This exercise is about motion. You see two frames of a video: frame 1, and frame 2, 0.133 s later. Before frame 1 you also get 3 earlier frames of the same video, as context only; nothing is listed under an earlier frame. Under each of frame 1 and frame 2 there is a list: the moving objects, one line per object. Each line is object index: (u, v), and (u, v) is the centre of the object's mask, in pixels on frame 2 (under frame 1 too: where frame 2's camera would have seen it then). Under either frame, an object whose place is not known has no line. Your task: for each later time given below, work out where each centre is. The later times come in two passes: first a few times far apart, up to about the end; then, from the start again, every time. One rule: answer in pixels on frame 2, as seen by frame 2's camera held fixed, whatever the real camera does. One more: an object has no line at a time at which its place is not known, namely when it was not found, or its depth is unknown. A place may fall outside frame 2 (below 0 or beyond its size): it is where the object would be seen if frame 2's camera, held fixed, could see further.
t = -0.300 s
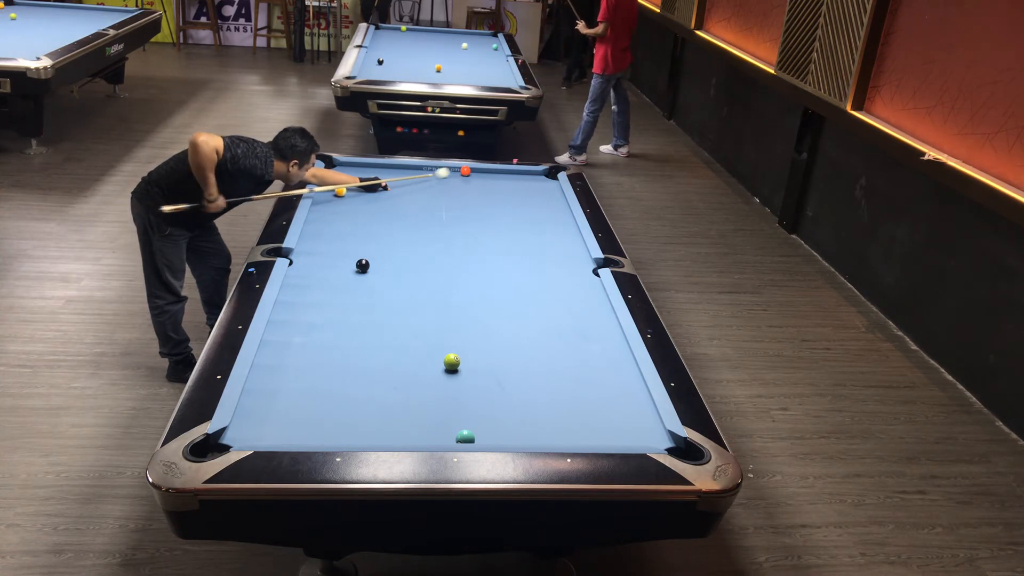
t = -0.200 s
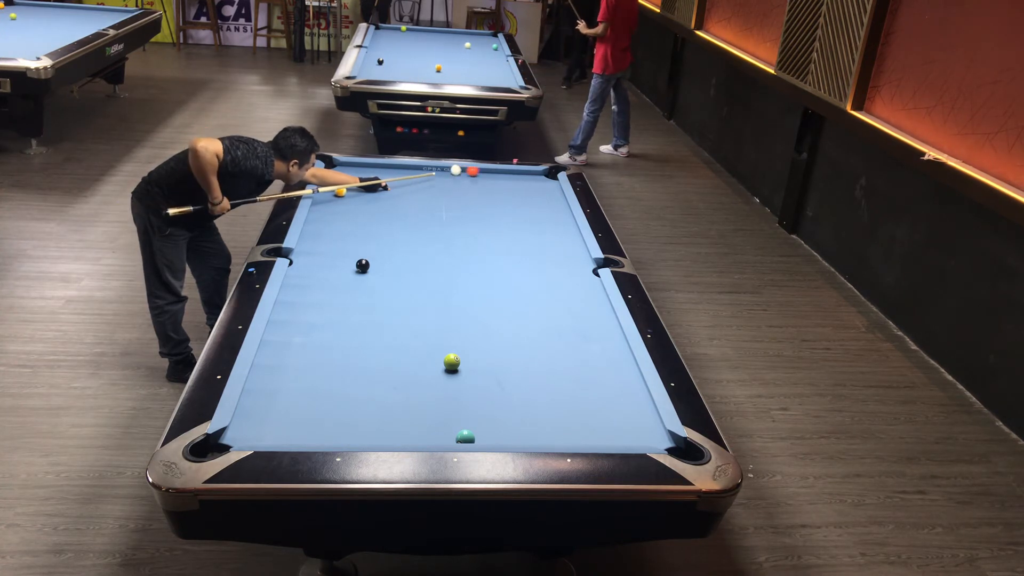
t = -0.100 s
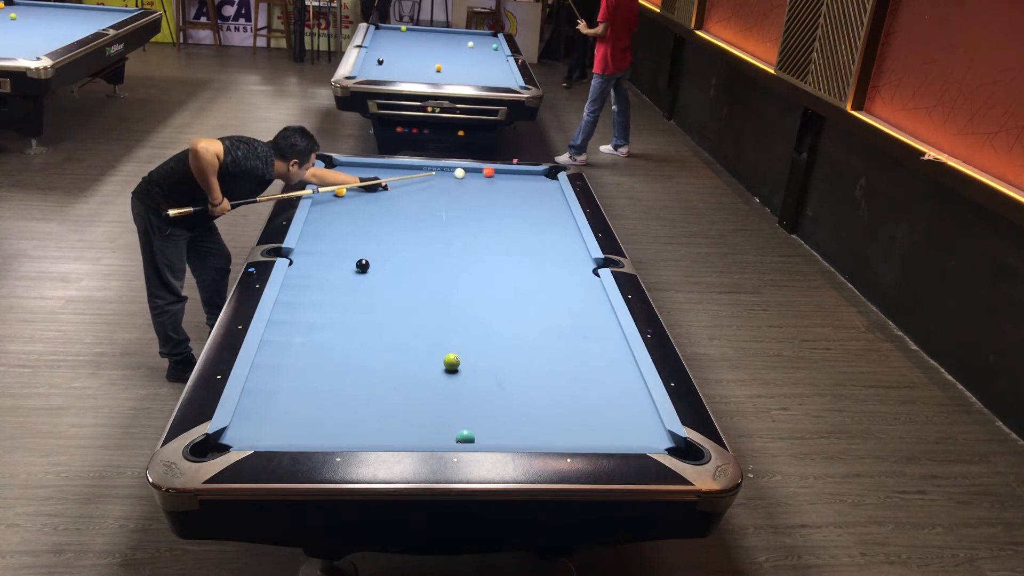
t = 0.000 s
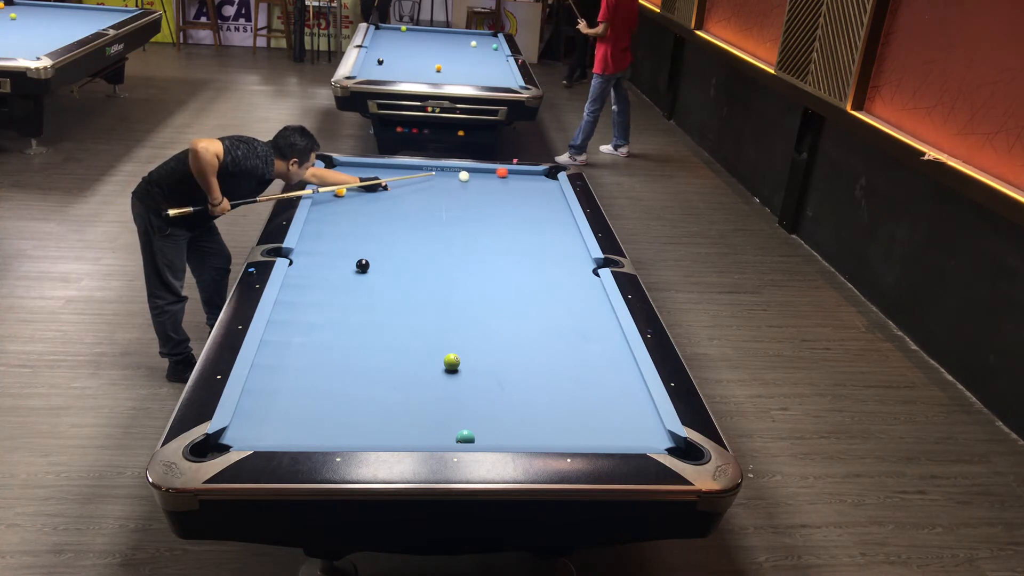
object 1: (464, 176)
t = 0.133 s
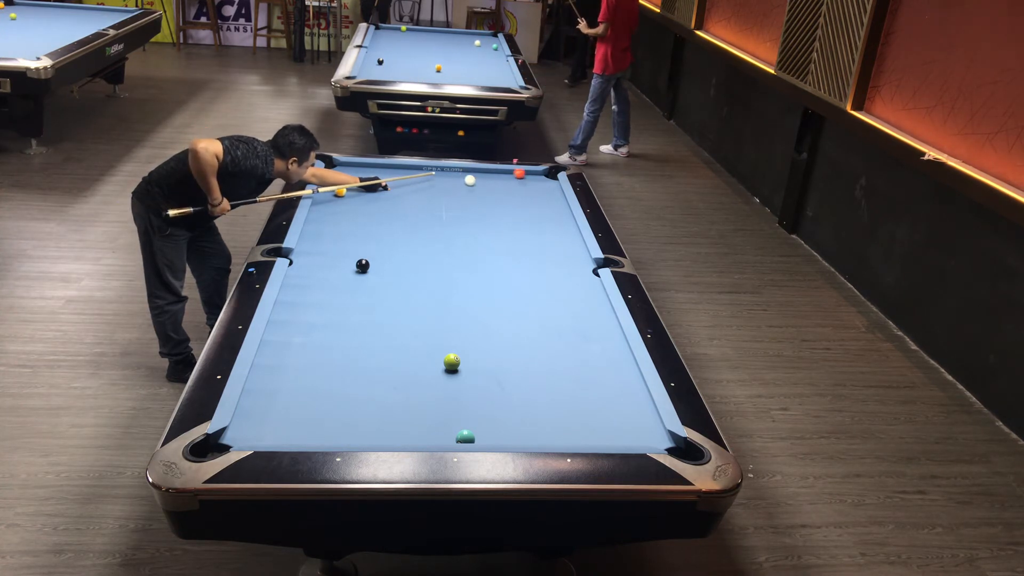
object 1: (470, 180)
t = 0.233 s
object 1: (474, 183)
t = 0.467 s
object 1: (485, 190)
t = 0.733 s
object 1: (497, 198)
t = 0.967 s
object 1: (508, 205)
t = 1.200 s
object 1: (519, 212)
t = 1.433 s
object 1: (529, 219)
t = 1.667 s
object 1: (539, 225)
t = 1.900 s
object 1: (550, 232)
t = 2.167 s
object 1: (561, 239)
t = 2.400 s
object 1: (570, 245)
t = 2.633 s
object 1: (578, 251)
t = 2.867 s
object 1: (583, 256)
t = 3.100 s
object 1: (582, 260)
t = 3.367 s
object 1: (581, 264)
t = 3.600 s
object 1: (580, 268)
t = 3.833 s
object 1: (579, 271)
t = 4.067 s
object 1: (579, 273)
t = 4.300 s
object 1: (578, 275)
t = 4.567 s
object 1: (577, 277)
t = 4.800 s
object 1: (576, 278)
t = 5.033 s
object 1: (576, 279)
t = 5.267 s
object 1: (575, 279)
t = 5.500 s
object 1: (575, 279)
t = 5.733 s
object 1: (575, 279)
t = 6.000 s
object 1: (575, 279)
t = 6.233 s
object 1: (575, 279)
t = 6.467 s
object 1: (575, 279)
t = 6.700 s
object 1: (575, 279)
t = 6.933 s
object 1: (575, 279)
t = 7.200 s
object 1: (575, 279)
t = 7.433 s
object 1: (575, 279)
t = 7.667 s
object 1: (575, 279)
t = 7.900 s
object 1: (575, 279)
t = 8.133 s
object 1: (575, 279)
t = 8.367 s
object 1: (575, 279)
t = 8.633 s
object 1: (575, 279)
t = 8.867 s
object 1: (575, 279)
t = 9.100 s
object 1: (575, 279)
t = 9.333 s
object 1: (575, 279)
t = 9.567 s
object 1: (575, 279)
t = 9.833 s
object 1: (575, 279)
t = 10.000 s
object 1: (575, 279)
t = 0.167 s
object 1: (471, 181)
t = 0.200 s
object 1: (473, 182)
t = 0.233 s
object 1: (474, 183)
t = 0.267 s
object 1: (476, 184)
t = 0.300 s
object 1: (477, 185)
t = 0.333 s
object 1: (479, 186)
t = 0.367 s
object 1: (480, 187)
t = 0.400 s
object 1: (482, 188)
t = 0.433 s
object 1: (484, 189)
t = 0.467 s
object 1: (485, 190)
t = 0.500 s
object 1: (487, 191)
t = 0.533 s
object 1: (488, 192)
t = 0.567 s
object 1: (490, 193)
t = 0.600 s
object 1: (491, 194)
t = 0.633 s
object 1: (493, 195)
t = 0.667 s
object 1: (494, 196)
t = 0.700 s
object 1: (496, 197)
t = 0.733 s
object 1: (497, 198)
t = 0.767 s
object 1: (499, 199)
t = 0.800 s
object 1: (501, 200)
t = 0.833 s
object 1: (502, 201)
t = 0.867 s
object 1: (504, 202)
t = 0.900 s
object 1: (505, 203)
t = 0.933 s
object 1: (507, 204)
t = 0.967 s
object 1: (508, 205)
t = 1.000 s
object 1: (510, 206)
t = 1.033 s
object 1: (511, 207)
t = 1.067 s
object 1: (513, 208)
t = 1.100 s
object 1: (514, 209)
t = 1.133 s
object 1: (516, 210)
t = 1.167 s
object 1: (517, 211)
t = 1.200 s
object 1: (519, 212)
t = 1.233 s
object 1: (520, 213)
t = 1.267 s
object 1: (522, 214)
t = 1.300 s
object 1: (523, 215)
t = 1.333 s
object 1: (525, 216)
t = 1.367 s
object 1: (526, 217)
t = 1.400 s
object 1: (528, 218)
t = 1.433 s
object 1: (529, 219)
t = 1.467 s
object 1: (530, 220)
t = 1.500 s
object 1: (532, 221)
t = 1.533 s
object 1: (533, 222)
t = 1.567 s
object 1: (535, 222)
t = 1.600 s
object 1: (536, 223)
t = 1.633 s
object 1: (538, 224)
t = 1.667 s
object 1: (539, 225)
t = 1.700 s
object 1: (541, 226)
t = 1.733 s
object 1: (542, 227)
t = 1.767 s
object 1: (544, 228)
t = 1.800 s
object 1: (545, 229)
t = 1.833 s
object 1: (547, 230)
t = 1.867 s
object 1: (548, 231)
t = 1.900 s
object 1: (550, 232)
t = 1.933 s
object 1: (551, 233)
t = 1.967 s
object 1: (552, 234)
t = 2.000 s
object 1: (554, 234)
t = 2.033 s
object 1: (555, 235)
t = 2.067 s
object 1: (556, 236)
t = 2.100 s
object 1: (558, 237)
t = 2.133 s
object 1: (559, 238)
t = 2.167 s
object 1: (561, 239)
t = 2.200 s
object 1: (562, 240)
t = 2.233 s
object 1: (563, 241)
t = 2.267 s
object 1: (565, 242)
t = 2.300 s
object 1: (566, 243)
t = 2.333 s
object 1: (567, 244)
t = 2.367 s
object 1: (568, 244)
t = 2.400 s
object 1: (570, 245)
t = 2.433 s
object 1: (571, 246)
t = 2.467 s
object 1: (572, 247)
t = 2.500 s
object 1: (574, 248)
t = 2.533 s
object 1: (575, 249)
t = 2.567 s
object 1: (576, 249)
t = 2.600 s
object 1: (577, 250)
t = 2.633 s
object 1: (578, 251)
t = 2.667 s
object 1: (580, 252)
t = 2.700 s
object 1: (581, 253)
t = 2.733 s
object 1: (582, 254)
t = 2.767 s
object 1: (583, 254)
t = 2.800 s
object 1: (584, 255)
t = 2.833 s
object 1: (584, 256)
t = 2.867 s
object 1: (583, 256)
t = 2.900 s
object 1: (583, 257)
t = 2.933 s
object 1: (583, 257)
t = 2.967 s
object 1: (583, 258)
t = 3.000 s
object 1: (583, 259)
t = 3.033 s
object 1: (582, 259)
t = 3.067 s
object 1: (582, 260)
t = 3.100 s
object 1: (582, 260)
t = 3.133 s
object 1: (582, 261)
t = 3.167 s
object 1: (582, 261)
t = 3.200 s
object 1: (582, 262)
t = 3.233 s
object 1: (581, 263)
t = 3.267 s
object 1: (581, 263)
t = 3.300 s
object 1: (581, 263)
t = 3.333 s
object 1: (581, 264)
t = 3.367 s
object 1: (581, 264)
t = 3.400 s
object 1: (581, 265)
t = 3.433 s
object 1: (581, 265)
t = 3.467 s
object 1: (580, 266)
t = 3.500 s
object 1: (580, 266)
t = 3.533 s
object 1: (580, 267)
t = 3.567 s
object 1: (580, 267)
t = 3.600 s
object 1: (580, 268)
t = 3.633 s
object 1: (580, 268)
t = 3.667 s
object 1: (580, 269)
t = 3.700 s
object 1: (580, 269)
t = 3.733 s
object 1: (579, 269)
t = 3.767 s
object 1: (579, 270)
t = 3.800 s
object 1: (579, 270)
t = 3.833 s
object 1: (579, 271)
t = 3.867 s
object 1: (579, 271)
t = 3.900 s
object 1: (579, 271)
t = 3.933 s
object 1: (579, 272)
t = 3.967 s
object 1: (579, 272)
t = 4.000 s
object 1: (579, 273)
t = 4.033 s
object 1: (579, 273)
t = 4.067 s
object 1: (579, 273)
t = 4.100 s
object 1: (579, 273)
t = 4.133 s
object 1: (579, 274)
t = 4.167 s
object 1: (578, 274)
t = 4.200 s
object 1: (578, 274)
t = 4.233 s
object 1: (578, 274)
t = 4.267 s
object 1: (578, 275)
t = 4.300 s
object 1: (578, 275)
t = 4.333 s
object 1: (578, 275)
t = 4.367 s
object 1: (578, 276)
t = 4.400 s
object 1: (577, 276)
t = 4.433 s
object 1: (577, 276)
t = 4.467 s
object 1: (577, 276)
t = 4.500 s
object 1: (577, 277)
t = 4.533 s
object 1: (577, 277)
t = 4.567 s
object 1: (577, 277)
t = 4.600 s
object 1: (577, 277)
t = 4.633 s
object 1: (577, 277)
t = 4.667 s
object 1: (577, 278)
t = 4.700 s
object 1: (577, 278)
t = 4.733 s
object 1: (576, 278)
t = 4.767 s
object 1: (576, 278)
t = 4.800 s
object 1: (576, 278)
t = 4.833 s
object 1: (576, 278)
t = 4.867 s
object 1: (576, 278)
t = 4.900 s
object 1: (576, 278)
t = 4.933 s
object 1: (576, 279)
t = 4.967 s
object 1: (576, 279)
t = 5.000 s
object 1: (576, 279)
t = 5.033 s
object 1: (576, 279)
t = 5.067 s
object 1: (576, 279)
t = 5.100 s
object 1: (576, 279)
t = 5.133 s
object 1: (576, 279)
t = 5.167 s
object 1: (576, 279)
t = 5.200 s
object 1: (576, 279)
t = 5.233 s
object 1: (575, 279)
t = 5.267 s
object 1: (575, 279)
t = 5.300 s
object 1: (575, 279)
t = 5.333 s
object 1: (575, 279)
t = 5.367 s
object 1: (575, 279)
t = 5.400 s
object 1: (575, 279)
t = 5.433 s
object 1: (575, 279)
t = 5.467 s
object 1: (575, 279)
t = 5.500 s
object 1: (575, 279)
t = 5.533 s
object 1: (575, 279)
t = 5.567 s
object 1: (575, 279)
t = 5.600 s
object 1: (575, 279)
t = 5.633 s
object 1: (575, 279)
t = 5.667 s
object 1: (575, 279)
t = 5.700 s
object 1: (575, 279)
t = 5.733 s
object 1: (575, 279)
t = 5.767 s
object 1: (575, 279)
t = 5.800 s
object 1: (575, 279)
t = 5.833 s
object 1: (575, 279)
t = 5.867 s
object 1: (575, 279)
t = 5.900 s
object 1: (575, 279)
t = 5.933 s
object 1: (575, 279)
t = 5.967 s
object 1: (575, 279)
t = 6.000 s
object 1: (575, 279)
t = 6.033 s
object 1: (575, 279)
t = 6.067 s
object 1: (575, 279)
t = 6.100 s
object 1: (575, 279)
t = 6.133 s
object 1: (575, 279)
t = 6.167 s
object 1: (575, 279)
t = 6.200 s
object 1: (575, 279)
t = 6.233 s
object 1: (575, 279)
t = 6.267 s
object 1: (575, 279)
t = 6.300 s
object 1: (575, 279)
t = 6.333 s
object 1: (575, 279)
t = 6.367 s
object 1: (575, 279)
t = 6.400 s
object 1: (575, 279)
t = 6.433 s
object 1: (575, 279)
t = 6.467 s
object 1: (575, 279)
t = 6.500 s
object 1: (575, 279)
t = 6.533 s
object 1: (575, 279)
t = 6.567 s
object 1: (575, 279)
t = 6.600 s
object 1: (575, 279)
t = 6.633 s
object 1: (575, 279)
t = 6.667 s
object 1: (575, 279)
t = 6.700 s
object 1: (575, 279)
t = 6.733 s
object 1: (575, 279)
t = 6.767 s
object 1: (575, 279)
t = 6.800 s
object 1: (575, 279)
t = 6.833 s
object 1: (575, 279)
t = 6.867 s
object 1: (575, 279)
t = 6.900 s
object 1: (575, 279)
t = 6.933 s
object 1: (575, 279)
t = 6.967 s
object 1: (575, 279)
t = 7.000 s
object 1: (575, 279)
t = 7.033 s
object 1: (575, 279)
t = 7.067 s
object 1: (575, 279)
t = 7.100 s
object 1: (575, 279)
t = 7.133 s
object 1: (575, 279)
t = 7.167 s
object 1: (575, 279)
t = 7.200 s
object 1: (575, 279)
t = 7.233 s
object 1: (575, 279)
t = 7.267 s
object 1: (575, 279)
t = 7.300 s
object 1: (575, 279)
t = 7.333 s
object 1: (575, 279)
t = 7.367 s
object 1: (575, 279)
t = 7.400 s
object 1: (575, 279)
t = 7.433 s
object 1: (575, 279)
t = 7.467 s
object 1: (575, 279)
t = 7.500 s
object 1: (575, 279)
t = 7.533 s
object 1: (575, 279)
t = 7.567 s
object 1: (575, 279)
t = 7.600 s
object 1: (575, 279)
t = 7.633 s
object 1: (575, 279)
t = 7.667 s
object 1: (575, 279)
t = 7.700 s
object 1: (575, 279)
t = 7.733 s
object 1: (575, 279)
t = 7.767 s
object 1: (575, 279)
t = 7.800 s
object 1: (575, 279)
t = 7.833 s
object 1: (575, 279)
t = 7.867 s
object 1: (575, 279)
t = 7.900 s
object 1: (575, 279)
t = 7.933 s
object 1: (575, 279)
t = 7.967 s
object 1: (575, 279)
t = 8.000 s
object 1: (575, 279)
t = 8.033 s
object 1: (575, 279)
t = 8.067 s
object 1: (575, 279)
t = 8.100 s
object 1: (575, 279)
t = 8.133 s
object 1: (575, 279)
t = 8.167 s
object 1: (575, 279)
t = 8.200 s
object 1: (575, 279)
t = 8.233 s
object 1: (575, 279)
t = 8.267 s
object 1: (575, 279)
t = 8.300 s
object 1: (575, 279)
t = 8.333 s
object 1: (575, 279)
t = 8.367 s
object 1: (575, 279)
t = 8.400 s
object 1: (575, 279)
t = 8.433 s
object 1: (575, 279)
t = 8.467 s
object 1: (575, 279)
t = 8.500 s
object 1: (575, 279)
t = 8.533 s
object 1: (575, 279)
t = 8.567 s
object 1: (575, 279)
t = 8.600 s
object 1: (575, 279)
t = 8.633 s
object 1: (575, 279)
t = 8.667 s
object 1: (575, 279)
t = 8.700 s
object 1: (575, 279)
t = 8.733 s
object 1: (575, 279)
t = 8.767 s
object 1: (575, 279)
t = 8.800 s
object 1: (575, 279)
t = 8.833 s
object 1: (575, 279)
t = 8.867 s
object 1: (575, 279)
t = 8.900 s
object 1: (575, 279)
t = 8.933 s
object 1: (575, 279)
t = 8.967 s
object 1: (575, 279)
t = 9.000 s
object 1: (575, 279)
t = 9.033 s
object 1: (575, 279)
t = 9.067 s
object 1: (575, 279)
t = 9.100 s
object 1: (575, 279)
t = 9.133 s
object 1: (575, 279)
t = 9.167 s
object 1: (575, 279)
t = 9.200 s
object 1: (575, 279)
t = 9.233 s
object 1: (575, 279)
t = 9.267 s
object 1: (575, 279)
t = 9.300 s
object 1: (575, 279)
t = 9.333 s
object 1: (575, 279)
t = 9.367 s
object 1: (575, 279)
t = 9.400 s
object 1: (575, 279)
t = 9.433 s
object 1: (575, 279)
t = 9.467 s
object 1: (575, 279)
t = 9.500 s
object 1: (575, 279)
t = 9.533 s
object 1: (575, 279)
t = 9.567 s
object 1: (575, 279)
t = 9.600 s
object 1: (575, 279)
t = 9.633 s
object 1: (575, 279)
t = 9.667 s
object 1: (575, 279)
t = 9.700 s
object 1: (575, 279)
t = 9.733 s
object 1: (575, 279)
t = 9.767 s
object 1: (575, 279)
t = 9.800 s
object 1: (575, 279)
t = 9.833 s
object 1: (575, 279)
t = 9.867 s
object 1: (575, 279)
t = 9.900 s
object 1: (575, 279)
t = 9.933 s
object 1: (575, 279)
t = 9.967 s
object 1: (575, 279)
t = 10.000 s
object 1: (575, 279)
